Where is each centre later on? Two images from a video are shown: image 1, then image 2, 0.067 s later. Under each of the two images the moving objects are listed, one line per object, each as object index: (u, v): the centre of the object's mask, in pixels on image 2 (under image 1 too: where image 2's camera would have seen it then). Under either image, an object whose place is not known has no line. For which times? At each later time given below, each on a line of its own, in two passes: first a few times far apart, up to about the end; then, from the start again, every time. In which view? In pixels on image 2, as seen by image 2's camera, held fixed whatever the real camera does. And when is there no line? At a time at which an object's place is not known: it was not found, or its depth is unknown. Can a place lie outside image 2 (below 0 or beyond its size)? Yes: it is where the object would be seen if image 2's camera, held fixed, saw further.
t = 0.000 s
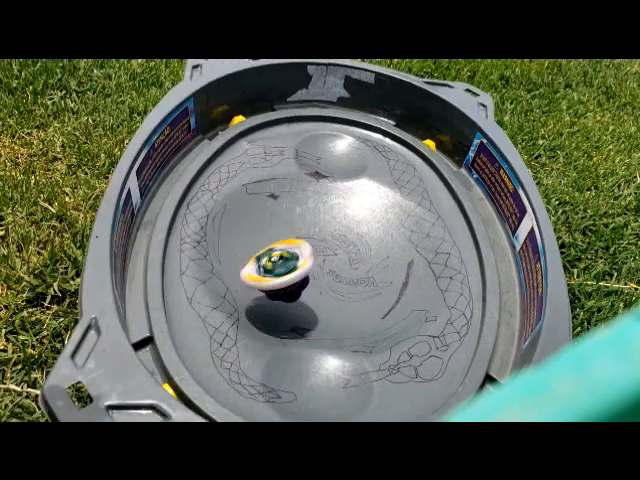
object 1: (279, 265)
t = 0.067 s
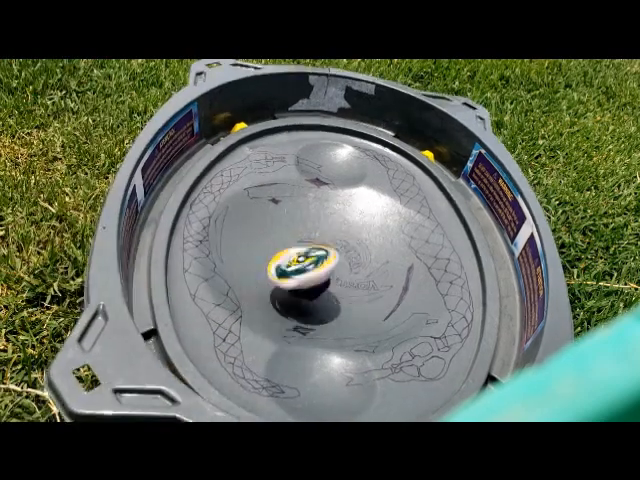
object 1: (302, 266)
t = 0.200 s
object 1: (350, 248)
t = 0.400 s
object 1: (324, 250)
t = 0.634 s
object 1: (266, 323)
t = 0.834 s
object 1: (285, 360)
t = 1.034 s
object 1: (342, 343)
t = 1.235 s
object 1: (259, 310)
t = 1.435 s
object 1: (211, 307)
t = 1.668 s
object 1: (201, 291)
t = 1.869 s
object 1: (206, 291)
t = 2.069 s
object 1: (221, 287)
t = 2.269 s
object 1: (308, 297)
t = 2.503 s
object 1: (408, 199)
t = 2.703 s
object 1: (313, 133)
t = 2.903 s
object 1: (322, 199)
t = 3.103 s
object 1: (345, 273)
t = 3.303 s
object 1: (406, 254)
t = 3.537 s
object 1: (346, 225)
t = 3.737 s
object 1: (301, 269)
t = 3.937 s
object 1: (382, 297)
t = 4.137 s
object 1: (364, 246)
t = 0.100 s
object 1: (318, 256)
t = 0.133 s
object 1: (331, 256)
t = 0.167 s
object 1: (340, 253)
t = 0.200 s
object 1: (350, 248)
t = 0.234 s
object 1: (355, 243)
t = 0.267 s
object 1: (357, 242)
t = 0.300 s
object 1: (353, 241)
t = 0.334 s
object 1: (346, 242)
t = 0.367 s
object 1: (339, 245)
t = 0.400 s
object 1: (324, 250)
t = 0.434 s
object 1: (310, 256)
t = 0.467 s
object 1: (296, 262)
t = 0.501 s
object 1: (285, 271)
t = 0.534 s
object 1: (275, 281)
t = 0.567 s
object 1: (267, 291)
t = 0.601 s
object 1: (268, 303)
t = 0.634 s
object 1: (266, 323)
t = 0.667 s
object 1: (259, 343)
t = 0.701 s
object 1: (248, 364)
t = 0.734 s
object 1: (257, 361)
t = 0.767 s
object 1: (267, 362)
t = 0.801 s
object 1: (275, 359)
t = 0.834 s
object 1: (285, 360)
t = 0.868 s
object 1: (301, 363)
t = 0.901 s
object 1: (319, 368)
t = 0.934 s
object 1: (335, 370)
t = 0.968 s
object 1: (345, 366)
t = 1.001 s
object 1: (347, 355)
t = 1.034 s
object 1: (342, 343)
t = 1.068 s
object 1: (328, 329)
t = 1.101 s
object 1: (310, 319)
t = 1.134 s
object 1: (293, 314)
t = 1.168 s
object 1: (281, 311)
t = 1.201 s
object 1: (271, 312)
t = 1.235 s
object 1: (259, 310)
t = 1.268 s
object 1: (243, 309)
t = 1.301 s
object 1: (225, 307)
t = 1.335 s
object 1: (207, 305)
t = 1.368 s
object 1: (191, 305)
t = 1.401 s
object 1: (199, 301)
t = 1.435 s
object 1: (211, 307)
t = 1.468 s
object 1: (219, 306)
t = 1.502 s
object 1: (222, 305)
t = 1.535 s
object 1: (219, 301)
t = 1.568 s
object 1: (214, 297)
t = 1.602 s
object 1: (209, 294)
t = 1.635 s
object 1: (205, 292)
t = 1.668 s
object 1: (201, 291)
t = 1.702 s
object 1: (199, 292)
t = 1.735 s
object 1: (200, 294)
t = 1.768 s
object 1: (203, 293)
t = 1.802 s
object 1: (205, 291)
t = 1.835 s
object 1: (204, 291)
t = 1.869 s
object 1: (206, 291)
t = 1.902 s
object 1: (209, 291)
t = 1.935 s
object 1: (211, 291)
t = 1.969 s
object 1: (215, 292)
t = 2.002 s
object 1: (219, 290)
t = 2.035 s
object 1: (220, 287)
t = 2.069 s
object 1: (221, 287)
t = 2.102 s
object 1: (223, 285)
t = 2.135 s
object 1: (227, 284)
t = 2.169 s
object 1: (240, 286)
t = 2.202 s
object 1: (256, 288)
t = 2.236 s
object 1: (278, 293)
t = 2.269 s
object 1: (308, 297)
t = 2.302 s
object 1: (340, 302)
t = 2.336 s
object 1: (373, 295)
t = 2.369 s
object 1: (395, 281)
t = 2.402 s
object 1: (412, 263)
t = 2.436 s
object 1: (420, 243)
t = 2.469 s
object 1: (420, 221)
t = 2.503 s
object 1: (408, 199)
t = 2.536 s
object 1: (391, 180)
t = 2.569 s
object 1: (372, 164)
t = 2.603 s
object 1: (349, 155)
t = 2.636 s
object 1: (331, 147)
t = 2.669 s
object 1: (323, 139)
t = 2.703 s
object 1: (313, 133)
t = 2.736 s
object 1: (307, 134)
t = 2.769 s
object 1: (308, 139)
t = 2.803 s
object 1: (309, 149)
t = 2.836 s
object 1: (314, 162)
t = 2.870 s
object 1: (321, 180)
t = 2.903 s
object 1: (322, 199)
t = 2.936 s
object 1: (322, 219)
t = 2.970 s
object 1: (321, 233)
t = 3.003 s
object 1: (321, 247)
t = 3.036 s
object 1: (328, 257)
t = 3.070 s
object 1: (333, 266)
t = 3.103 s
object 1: (345, 273)
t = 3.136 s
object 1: (357, 274)
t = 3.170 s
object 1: (371, 275)
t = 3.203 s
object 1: (385, 271)
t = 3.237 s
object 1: (394, 268)
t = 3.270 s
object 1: (404, 261)
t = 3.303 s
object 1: (406, 254)
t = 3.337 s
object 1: (409, 248)
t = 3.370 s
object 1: (403, 240)
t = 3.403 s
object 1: (398, 235)
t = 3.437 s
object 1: (386, 229)
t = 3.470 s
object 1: (375, 226)
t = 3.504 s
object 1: (360, 224)
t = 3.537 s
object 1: (346, 225)
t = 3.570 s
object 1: (331, 228)
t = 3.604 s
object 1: (319, 234)
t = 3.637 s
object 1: (310, 241)
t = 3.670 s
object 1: (303, 250)
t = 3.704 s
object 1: (300, 258)
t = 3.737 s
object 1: (301, 269)
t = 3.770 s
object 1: (306, 277)
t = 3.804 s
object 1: (317, 287)
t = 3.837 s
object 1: (332, 296)
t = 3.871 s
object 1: (351, 301)
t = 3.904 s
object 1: (367, 299)
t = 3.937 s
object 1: (382, 297)
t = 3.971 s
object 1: (388, 288)
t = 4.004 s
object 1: (393, 282)
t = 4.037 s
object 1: (389, 272)
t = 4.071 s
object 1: (387, 263)
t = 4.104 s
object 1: (375, 255)
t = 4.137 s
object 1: (364, 246)
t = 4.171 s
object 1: (349, 240)
